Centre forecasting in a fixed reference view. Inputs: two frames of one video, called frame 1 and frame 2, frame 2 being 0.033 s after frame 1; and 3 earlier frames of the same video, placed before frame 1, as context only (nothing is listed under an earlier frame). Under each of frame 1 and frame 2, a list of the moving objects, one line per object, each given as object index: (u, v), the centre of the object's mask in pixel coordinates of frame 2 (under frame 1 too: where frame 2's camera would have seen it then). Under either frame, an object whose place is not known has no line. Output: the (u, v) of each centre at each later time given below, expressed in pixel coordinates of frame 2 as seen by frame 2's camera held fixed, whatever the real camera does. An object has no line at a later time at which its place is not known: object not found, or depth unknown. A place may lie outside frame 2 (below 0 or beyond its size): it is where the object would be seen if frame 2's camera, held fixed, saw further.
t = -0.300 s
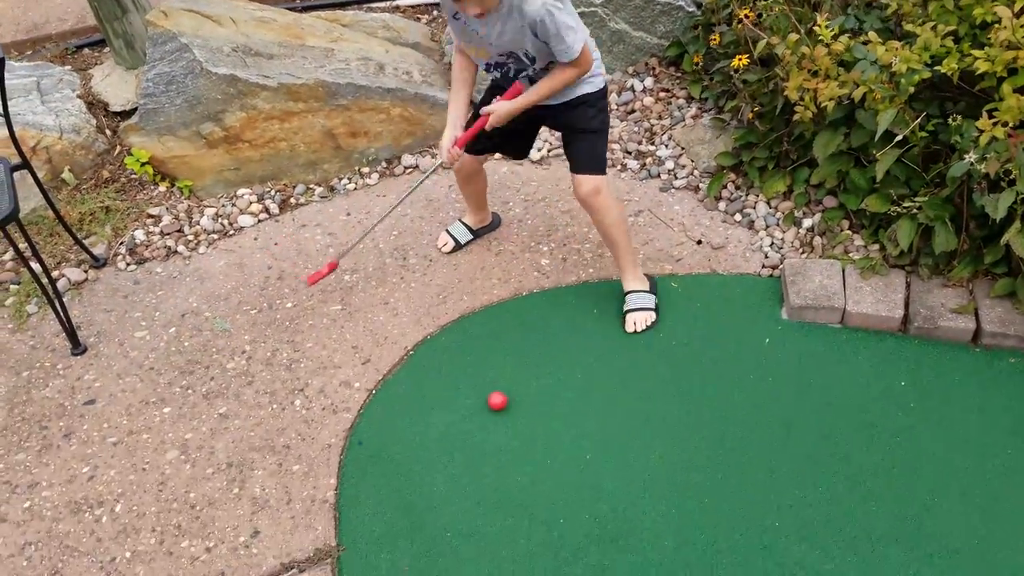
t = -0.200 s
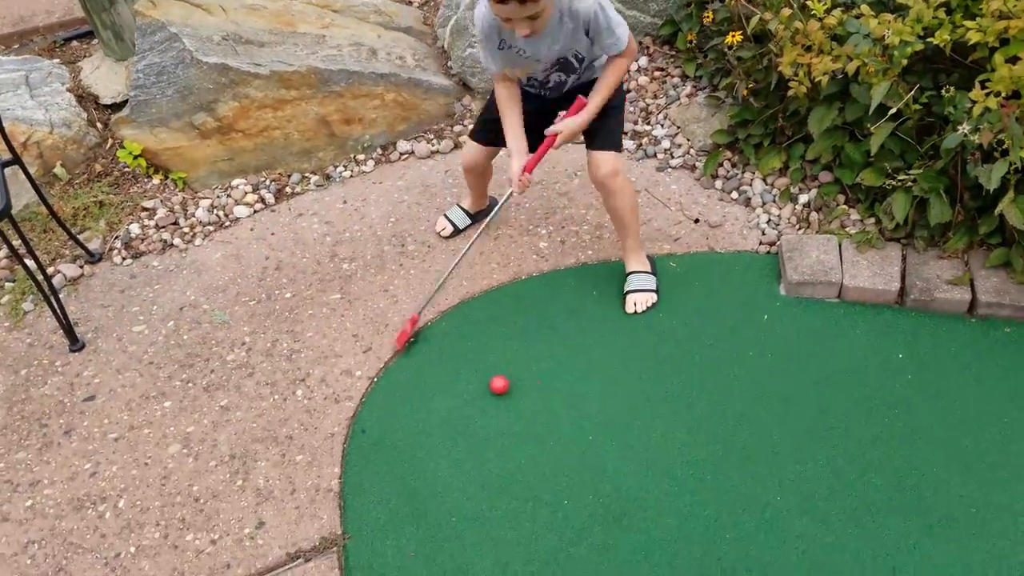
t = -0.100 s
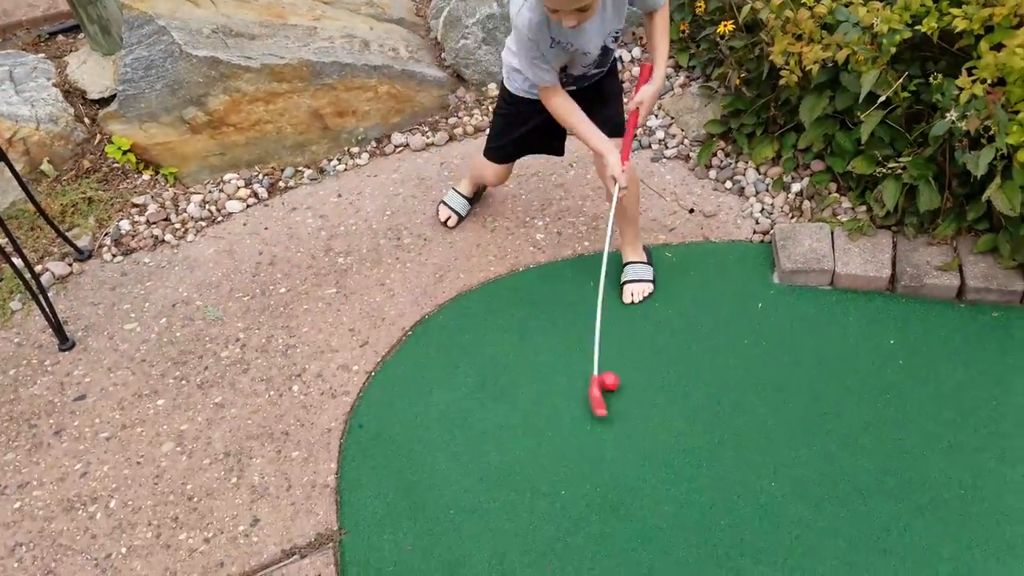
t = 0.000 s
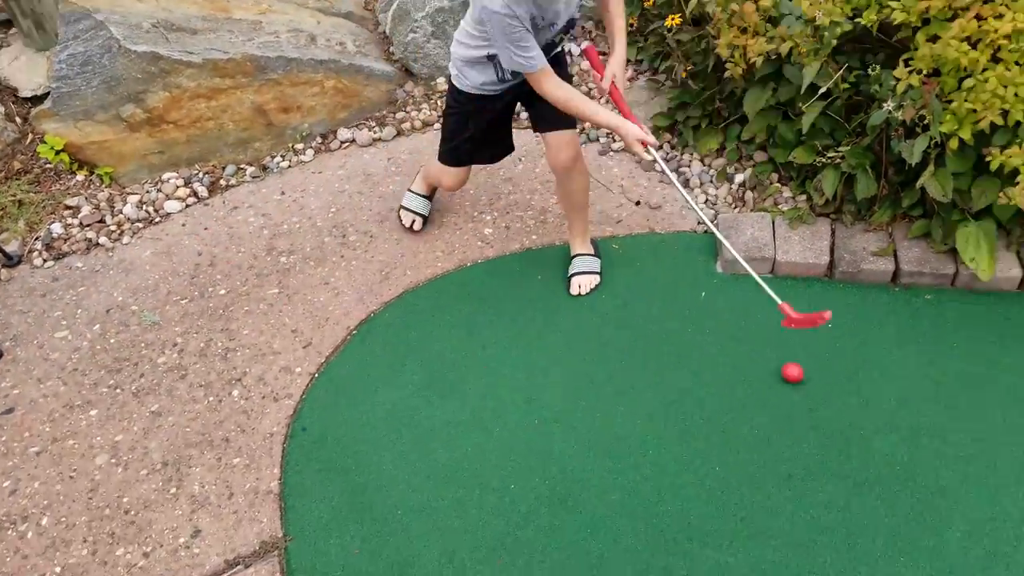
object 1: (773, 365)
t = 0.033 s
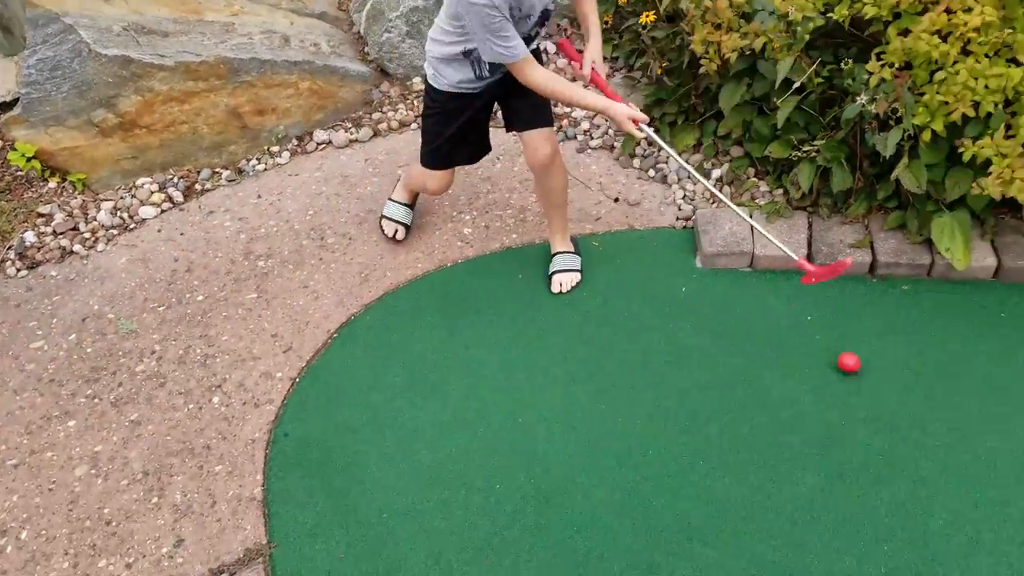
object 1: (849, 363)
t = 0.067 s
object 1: (921, 362)
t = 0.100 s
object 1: (992, 357)
